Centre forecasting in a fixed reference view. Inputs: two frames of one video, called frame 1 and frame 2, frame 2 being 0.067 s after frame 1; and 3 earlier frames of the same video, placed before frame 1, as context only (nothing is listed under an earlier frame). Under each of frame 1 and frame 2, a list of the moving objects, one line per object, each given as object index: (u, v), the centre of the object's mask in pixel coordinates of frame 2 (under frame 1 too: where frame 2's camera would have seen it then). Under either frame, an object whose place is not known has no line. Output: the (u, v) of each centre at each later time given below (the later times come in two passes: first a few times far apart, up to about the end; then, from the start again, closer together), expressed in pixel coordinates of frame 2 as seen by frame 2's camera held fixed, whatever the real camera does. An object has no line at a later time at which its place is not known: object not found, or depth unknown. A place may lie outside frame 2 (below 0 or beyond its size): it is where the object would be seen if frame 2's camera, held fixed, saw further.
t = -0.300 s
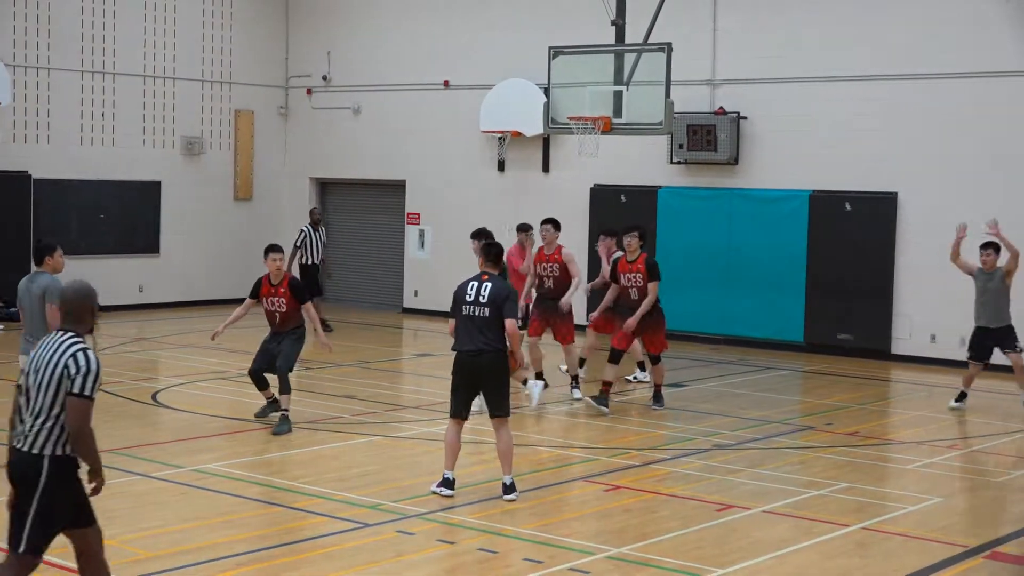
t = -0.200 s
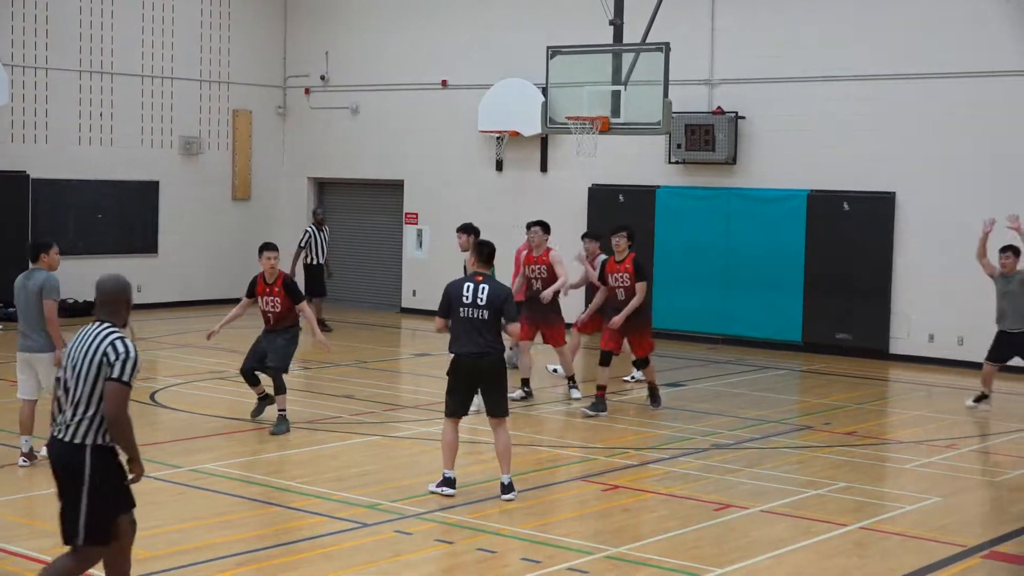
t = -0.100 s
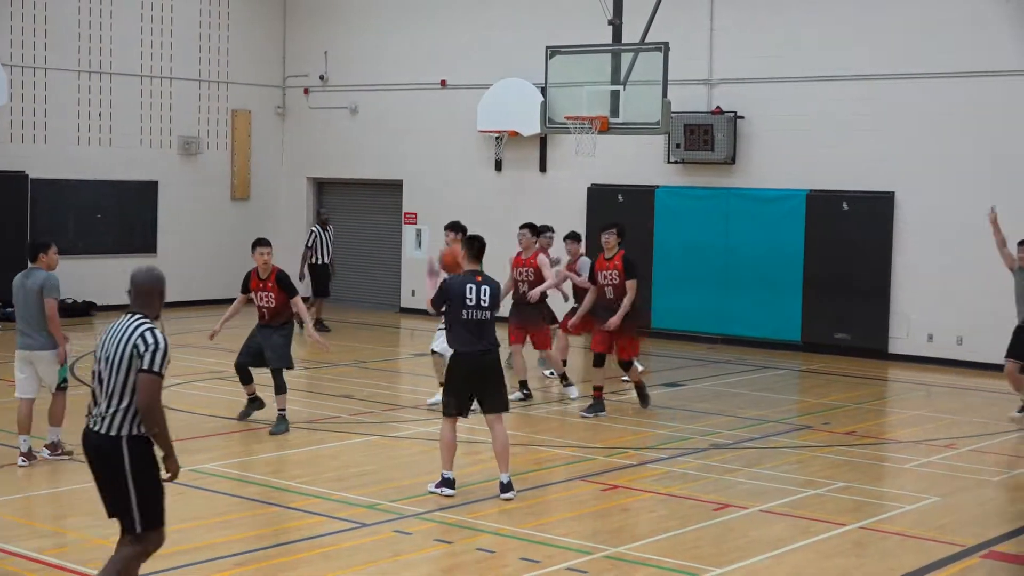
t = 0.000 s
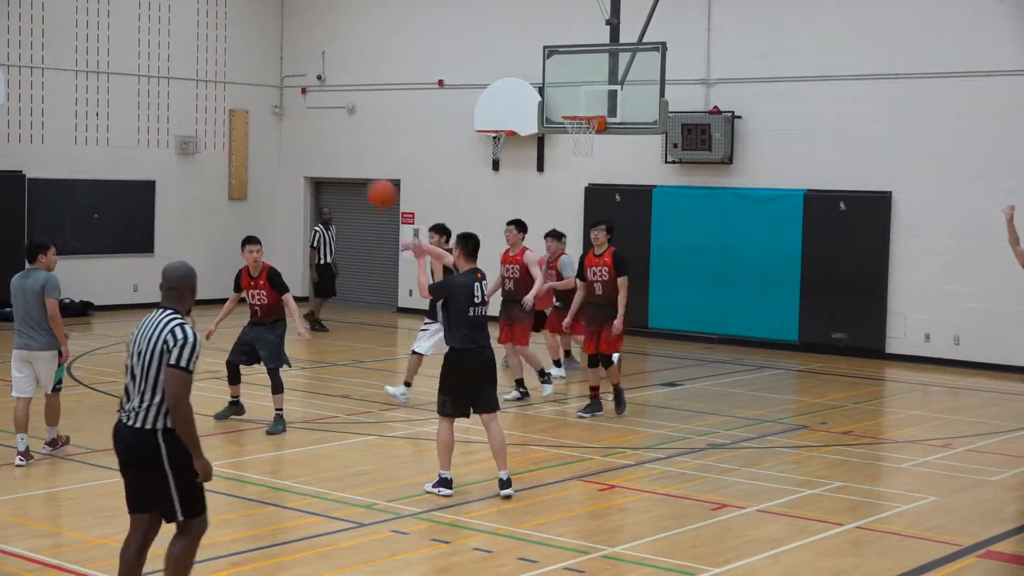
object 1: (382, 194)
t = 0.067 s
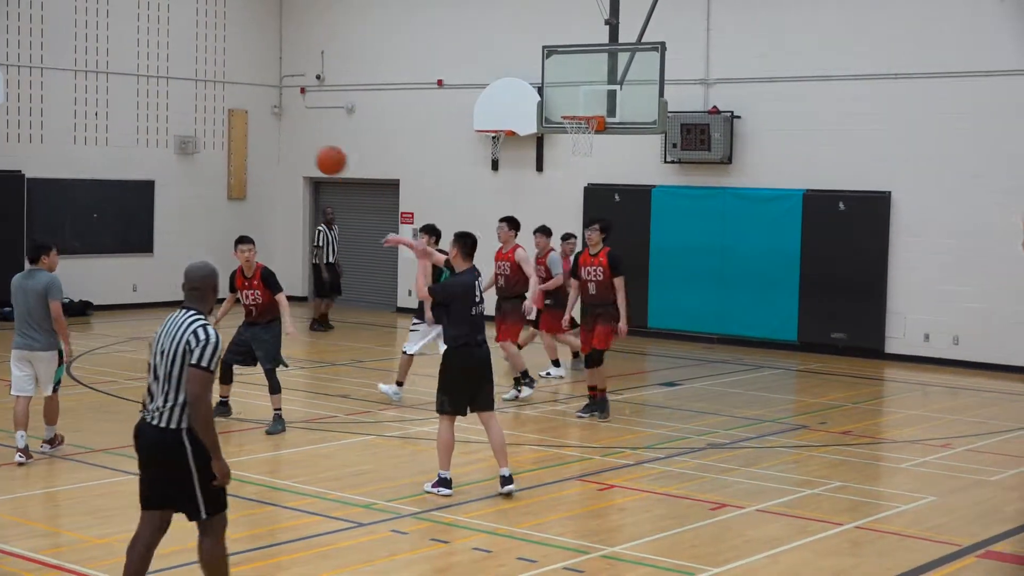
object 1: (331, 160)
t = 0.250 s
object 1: (204, 99)
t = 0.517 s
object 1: (46, 86)
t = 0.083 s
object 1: (319, 153)
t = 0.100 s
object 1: (307, 145)
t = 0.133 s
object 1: (284, 133)
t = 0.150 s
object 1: (272, 127)
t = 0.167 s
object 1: (261, 121)
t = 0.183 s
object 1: (249, 116)
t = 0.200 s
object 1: (238, 111)
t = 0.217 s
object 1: (227, 107)
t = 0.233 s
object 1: (216, 103)
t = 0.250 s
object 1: (204, 99)
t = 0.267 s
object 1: (194, 96)
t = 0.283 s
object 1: (183, 93)
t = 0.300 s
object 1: (173, 90)
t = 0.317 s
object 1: (163, 88)
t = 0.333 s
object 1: (152, 86)
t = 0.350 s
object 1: (142, 85)
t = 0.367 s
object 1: (132, 83)
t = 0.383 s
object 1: (122, 82)
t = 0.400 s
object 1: (113, 82)
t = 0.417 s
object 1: (102, 82)
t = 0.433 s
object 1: (93, 82)
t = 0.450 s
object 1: (84, 82)
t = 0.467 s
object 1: (74, 82)
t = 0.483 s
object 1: (64, 83)
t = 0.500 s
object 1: (55, 85)
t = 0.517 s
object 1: (46, 86)
